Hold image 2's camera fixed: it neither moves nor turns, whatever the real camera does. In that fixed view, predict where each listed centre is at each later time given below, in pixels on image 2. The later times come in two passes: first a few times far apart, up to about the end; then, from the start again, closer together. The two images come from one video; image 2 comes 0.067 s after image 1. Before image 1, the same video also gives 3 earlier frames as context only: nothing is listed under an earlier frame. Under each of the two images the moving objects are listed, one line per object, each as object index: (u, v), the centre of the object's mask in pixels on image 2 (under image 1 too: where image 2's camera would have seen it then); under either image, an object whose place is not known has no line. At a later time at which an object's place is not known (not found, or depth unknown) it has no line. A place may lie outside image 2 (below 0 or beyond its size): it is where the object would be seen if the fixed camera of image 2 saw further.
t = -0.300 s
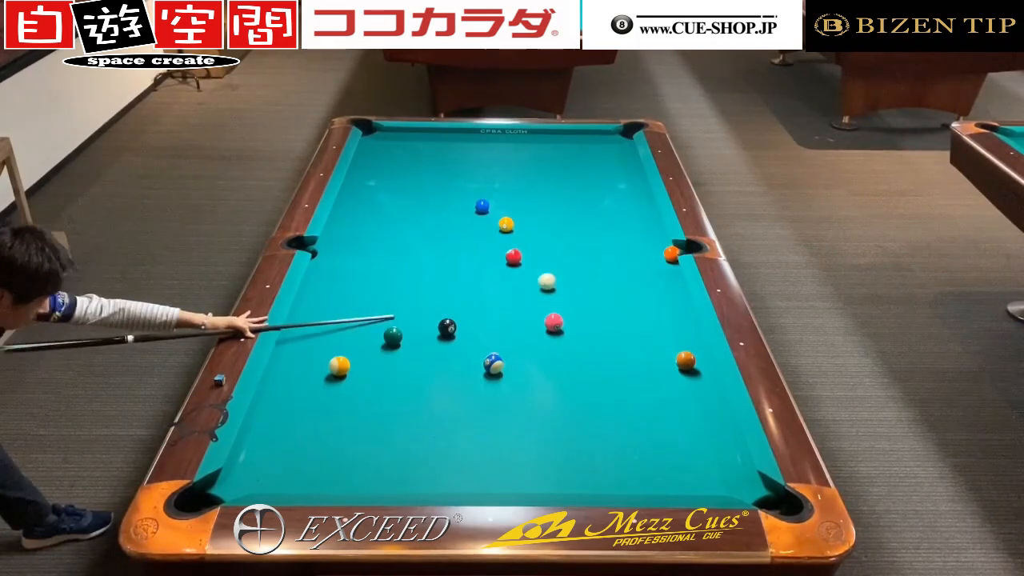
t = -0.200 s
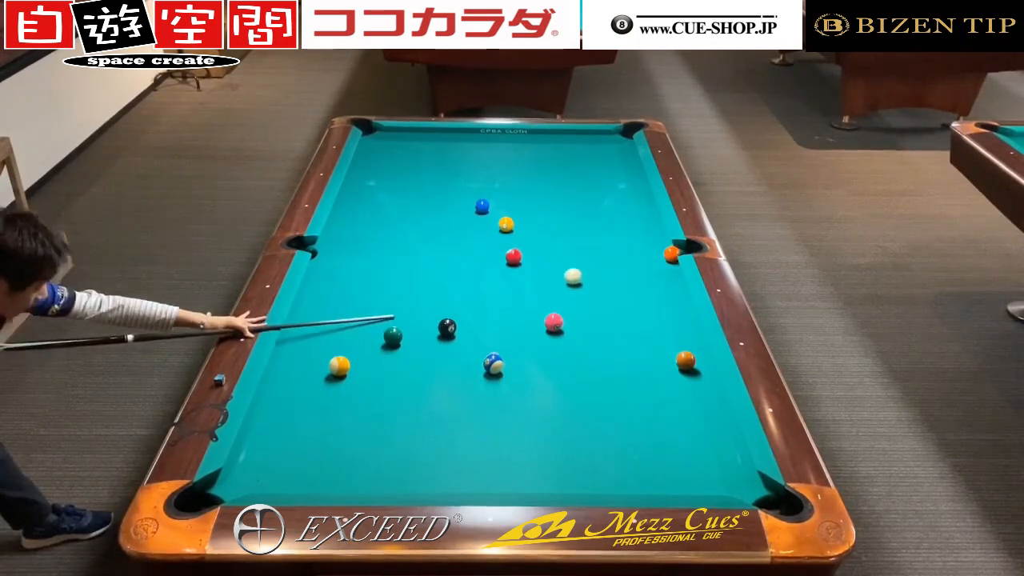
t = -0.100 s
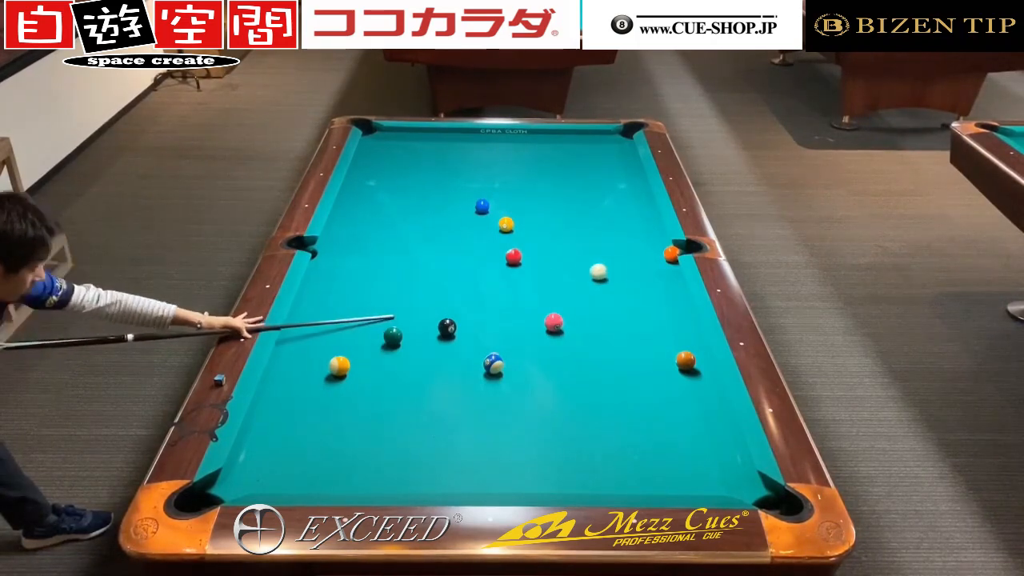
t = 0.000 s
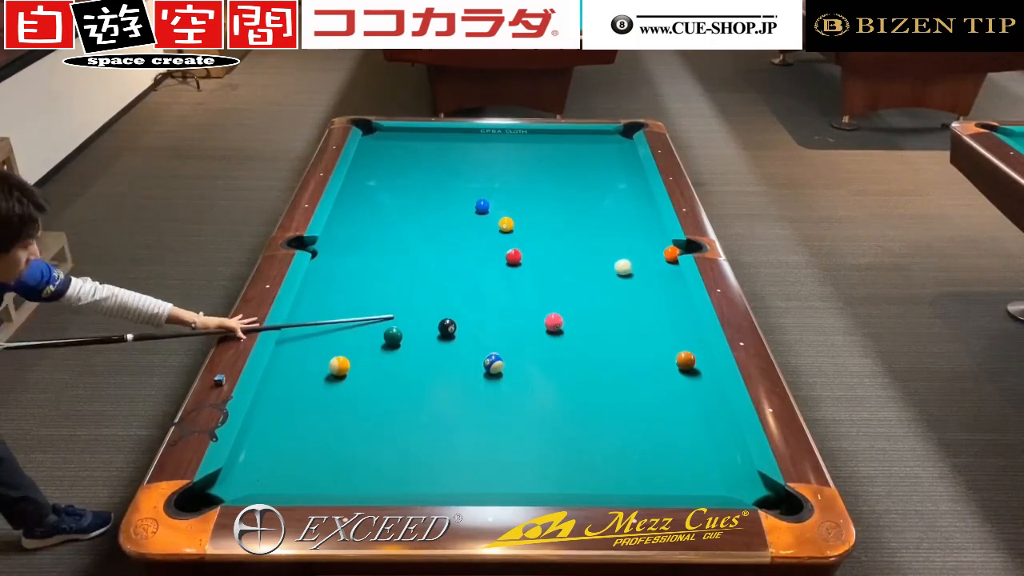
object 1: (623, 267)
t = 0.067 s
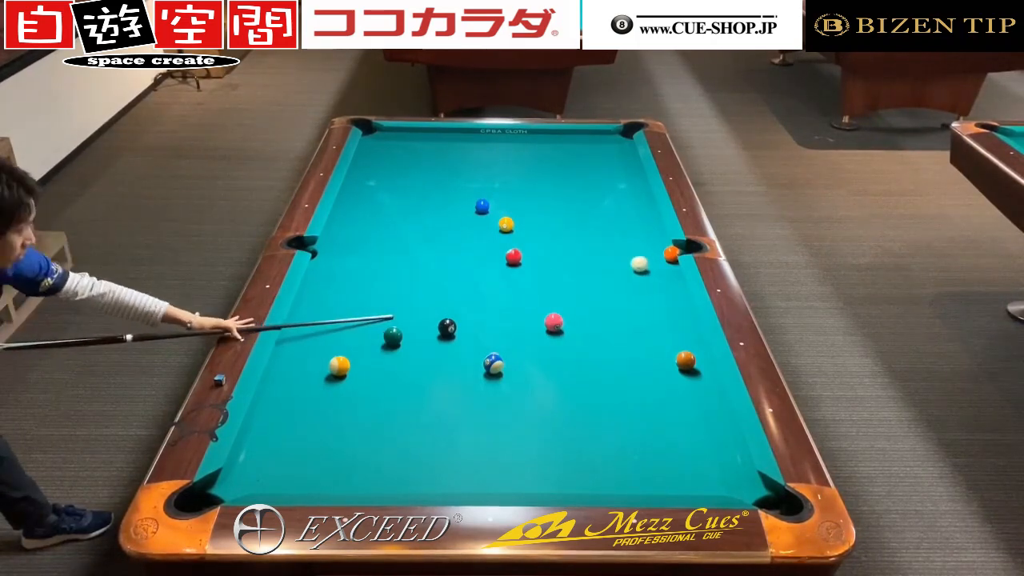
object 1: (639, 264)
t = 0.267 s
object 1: (668, 262)
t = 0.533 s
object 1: (652, 265)
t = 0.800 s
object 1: (637, 267)
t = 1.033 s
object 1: (625, 270)
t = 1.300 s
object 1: (613, 272)
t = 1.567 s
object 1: (602, 274)
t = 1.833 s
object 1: (592, 276)
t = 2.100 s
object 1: (584, 277)
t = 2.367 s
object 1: (578, 279)
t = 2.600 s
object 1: (573, 280)
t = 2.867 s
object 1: (569, 281)
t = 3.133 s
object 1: (567, 281)
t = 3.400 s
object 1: (566, 281)
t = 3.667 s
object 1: (566, 281)
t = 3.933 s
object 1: (566, 281)
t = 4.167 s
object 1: (566, 281)
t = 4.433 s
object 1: (566, 281)
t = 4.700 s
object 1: (566, 281)
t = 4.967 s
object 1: (566, 281)
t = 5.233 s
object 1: (566, 281)
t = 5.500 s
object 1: (566, 281)
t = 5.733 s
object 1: (566, 281)
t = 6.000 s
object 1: (566, 281)
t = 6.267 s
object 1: (566, 281)
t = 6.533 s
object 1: (566, 281)
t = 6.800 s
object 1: (566, 281)
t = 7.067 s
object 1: (566, 281)
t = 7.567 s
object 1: (566, 281)
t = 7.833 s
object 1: (566, 281)
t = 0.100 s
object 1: (647, 263)
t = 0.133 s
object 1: (655, 261)
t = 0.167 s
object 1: (662, 260)
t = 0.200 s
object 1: (666, 261)
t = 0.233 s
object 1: (670, 262)
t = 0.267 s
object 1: (668, 262)
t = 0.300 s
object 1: (666, 263)
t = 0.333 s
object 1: (664, 263)
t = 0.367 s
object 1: (662, 263)
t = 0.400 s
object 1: (660, 264)
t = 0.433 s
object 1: (658, 264)
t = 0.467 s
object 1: (656, 264)
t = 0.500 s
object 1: (654, 265)
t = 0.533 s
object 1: (652, 265)
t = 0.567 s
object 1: (650, 265)
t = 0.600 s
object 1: (648, 266)
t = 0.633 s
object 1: (646, 266)
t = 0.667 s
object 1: (644, 266)
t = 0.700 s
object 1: (643, 267)
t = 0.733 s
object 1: (641, 267)
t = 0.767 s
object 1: (639, 267)
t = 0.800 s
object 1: (637, 267)
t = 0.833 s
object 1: (636, 268)
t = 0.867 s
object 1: (634, 268)
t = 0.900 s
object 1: (632, 269)
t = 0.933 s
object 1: (630, 269)
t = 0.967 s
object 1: (628, 269)
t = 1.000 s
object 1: (627, 269)
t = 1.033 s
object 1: (625, 270)
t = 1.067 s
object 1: (624, 270)
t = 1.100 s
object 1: (622, 270)
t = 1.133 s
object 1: (621, 271)
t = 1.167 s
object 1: (619, 271)
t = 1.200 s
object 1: (618, 271)
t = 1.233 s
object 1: (616, 272)
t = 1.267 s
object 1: (614, 272)
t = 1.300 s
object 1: (613, 272)
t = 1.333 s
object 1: (611, 272)
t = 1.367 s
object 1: (610, 273)
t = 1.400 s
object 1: (609, 273)
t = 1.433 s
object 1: (607, 273)
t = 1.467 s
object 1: (606, 273)
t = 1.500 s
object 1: (605, 273)
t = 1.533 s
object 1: (603, 274)
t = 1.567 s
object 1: (602, 274)
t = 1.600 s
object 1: (601, 274)
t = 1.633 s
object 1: (599, 274)
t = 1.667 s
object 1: (598, 275)
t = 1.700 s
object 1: (597, 275)
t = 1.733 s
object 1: (596, 275)
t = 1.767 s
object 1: (595, 276)
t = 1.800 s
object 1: (593, 276)
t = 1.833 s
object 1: (592, 276)
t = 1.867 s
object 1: (591, 276)
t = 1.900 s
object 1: (590, 276)
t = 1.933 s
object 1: (589, 277)
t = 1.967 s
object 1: (588, 277)
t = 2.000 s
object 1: (587, 277)
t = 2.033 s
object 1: (586, 277)
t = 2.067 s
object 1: (585, 277)
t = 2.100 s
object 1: (584, 277)
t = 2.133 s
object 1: (584, 278)
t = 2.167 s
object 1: (583, 278)
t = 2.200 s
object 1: (582, 278)
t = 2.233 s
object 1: (581, 278)
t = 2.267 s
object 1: (580, 278)
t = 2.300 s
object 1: (579, 279)
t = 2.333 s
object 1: (578, 279)
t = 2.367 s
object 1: (578, 279)
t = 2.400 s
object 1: (577, 279)
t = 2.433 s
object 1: (576, 279)
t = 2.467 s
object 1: (576, 279)
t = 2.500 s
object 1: (575, 279)
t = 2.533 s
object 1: (574, 279)
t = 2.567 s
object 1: (574, 279)
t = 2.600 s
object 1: (573, 280)
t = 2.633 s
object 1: (573, 280)
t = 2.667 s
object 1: (572, 280)
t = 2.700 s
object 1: (571, 280)
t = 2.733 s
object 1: (571, 280)
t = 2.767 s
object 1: (570, 280)
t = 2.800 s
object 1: (570, 280)
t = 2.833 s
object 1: (569, 280)
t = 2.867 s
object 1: (569, 281)
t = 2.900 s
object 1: (569, 281)
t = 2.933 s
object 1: (568, 281)
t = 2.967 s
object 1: (568, 281)
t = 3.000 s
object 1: (568, 281)
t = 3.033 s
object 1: (567, 281)
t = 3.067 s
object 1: (567, 281)
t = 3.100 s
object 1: (567, 281)
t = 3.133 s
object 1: (567, 281)
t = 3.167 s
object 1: (566, 281)
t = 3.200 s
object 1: (566, 281)
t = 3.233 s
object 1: (566, 281)
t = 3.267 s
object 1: (566, 281)
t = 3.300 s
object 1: (566, 281)
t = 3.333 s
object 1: (566, 281)
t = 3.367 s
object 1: (566, 281)
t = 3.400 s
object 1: (566, 281)
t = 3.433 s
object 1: (565, 281)
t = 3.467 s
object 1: (566, 281)
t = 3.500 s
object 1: (566, 281)
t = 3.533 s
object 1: (566, 281)
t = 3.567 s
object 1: (566, 281)
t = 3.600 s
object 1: (566, 281)
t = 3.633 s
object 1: (566, 281)
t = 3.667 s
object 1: (566, 281)
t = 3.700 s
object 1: (566, 281)
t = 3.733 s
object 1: (566, 281)
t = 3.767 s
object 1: (566, 281)
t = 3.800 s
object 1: (566, 281)
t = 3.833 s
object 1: (566, 281)
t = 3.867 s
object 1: (566, 281)
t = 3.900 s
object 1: (566, 281)
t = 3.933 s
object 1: (566, 281)
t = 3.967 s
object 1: (566, 281)
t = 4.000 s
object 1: (566, 281)
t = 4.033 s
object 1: (566, 281)
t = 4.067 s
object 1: (566, 281)
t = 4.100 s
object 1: (566, 281)
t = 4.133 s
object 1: (566, 281)
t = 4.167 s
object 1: (566, 281)
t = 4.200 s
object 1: (566, 281)
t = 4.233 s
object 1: (566, 281)
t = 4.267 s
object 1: (566, 281)
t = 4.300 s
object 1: (566, 281)
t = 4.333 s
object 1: (566, 281)
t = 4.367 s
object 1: (566, 281)
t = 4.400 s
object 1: (566, 281)
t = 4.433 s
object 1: (566, 281)
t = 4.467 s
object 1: (566, 281)
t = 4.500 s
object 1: (566, 281)
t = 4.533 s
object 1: (566, 281)
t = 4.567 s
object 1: (566, 281)
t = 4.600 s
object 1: (566, 281)
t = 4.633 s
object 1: (566, 281)
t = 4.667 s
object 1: (566, 281)
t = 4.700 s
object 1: (566, 281)
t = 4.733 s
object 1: (566, 281)
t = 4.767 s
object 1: (566, 281)
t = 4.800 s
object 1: (566, 281)
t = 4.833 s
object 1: (566, 281)
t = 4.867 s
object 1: (566, 281)
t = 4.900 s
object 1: (566, 281)
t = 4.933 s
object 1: (566, 281)
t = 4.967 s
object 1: (566, 281)
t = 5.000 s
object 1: (566, 281)
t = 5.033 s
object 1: (566, 281)
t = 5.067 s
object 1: (566, 281)
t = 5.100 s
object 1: (566, 281)
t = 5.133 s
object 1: (566, 281)
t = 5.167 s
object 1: (566, 281)
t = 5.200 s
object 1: (566, 281)
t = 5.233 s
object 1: (566, 281)
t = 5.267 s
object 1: (566, 281)
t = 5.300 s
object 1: (566, 281)
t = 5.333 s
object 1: (566, 281)
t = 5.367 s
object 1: (566, 281)
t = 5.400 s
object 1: (566, 281)
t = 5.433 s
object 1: (566, 281)
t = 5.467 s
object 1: (566, 281)
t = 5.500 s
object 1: (566, 281)
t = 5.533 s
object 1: (566, 281)
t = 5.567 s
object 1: (566, 281)
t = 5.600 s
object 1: (566, 281)
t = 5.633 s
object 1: (566, 281)
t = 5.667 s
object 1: (566, 281)
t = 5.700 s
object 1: (566, 281)
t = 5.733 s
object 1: (566, 281)
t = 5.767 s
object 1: (566, 281)
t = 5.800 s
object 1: (566, 281)
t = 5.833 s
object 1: (566, 281)
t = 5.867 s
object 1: (566, 281)
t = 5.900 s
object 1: (566, 281)
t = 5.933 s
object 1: (566, 281)
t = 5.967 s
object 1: (566, 281)
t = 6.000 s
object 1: (566, 281)
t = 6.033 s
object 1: (566, 281)
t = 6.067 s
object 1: (566, 281)
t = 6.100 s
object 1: (566, 281)
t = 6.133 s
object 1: (566, 281)
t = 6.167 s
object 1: (566, 281)
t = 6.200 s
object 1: (566, 281)
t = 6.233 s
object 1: (566, 281)
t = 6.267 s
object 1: (566, 281)
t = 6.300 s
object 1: (566, 281)
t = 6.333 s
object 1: (566, 281)
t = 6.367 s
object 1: (566, 281)
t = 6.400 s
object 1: (566, 281)
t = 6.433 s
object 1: (566, 281)
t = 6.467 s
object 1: (566, 281)
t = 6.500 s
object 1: (566, 281)
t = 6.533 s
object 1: (566, 281)
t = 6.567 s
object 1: (566, 281)
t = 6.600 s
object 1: (566, 281)
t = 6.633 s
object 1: (566, 281)
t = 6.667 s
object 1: (566, 281)
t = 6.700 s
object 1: (566, 281)
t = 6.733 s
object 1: (566, 281)
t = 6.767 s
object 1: (566, 281)
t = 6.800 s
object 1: (566, 281)
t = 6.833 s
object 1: (566, 281)
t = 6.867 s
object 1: (566, 281)
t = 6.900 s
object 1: (566, 281)
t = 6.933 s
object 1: (566, 281)
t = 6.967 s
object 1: (566, 281)
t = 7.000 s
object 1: (566, 281)
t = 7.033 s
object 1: (566, 281)
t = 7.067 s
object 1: (566, 281)
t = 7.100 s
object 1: (566, 281)
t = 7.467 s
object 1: (566, 281)
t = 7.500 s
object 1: (566, 281)
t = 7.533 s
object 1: (566, 281)
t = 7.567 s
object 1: (566, 281)
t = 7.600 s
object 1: (566, 281)
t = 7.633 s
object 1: (566, 281)
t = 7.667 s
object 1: (566, 281)
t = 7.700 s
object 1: (566, 281)
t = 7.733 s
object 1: (566, 281)
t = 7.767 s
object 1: (566, 281)
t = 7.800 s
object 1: (566, 281)
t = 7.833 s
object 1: (566, 281)
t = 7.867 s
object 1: (566, 281)
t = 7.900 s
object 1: (566, 281)
